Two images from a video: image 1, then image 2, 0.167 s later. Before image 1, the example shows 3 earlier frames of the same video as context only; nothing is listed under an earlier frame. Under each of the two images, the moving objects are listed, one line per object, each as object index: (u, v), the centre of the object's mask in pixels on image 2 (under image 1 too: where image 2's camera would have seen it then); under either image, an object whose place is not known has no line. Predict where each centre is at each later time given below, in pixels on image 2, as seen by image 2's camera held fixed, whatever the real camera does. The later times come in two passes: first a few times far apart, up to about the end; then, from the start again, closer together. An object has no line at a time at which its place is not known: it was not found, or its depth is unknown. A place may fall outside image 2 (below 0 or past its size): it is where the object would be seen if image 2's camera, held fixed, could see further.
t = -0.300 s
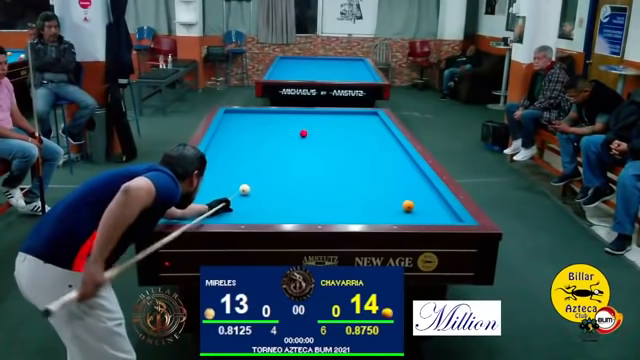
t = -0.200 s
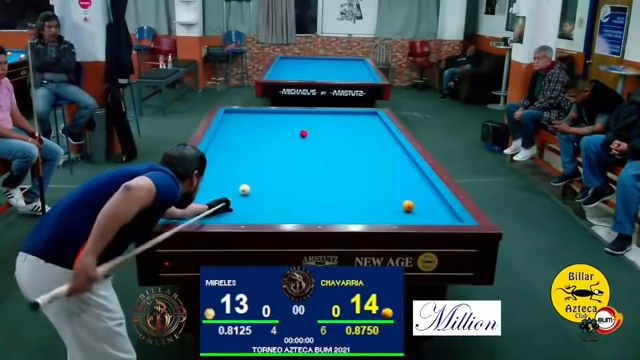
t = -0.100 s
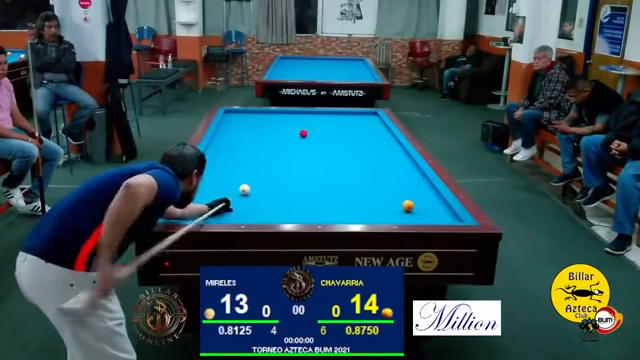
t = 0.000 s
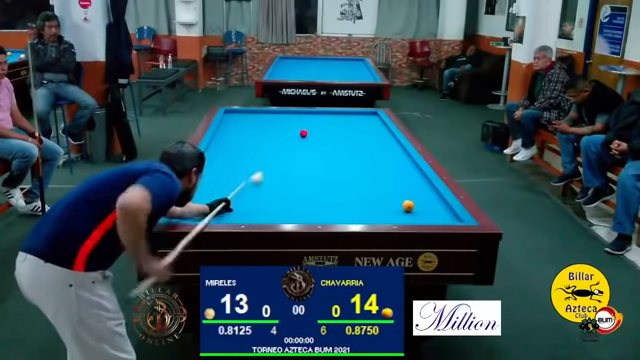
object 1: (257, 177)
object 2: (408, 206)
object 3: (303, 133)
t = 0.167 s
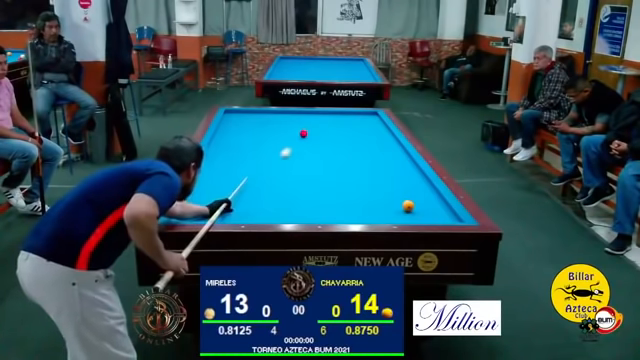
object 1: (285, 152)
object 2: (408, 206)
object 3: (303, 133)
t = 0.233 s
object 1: (294, 145)
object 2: (408, 206)
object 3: (303, 133)
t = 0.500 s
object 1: (338, 132)
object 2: (408, 206)
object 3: (289, 123)
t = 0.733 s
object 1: (376, 125)
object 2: (408, 206)
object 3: (274, 113)
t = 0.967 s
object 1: (356, 117)
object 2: (408, 206)
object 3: (266, 116)
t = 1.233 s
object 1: (329, 113)
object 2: (408, 206)
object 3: (256, 122)
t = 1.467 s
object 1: (306, 117)
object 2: (408, 206)
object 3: (248, 128)
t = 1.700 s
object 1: (281, 121)
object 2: (408, 206)
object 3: (239, 134)
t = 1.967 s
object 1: (252, 126)
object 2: (408, 206)
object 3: (227, 141)
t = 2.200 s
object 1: (224, 130)
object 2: (408, 206)
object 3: (216, 149)
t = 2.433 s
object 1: (229, 135)
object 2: (408, 206)
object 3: (207, 156)
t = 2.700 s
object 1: (245, 142)
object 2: (408, 206)
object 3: (208, 165)
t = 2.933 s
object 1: (260, 148)
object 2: (408, 206)
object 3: (209, 174)
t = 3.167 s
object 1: (276, 154)
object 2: (408, 206)
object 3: (210, 183)
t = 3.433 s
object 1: (295, 162)
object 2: (408, 206)
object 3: (211, 194)
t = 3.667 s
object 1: (313, 170)
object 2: (408, 206)
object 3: (213, 205)
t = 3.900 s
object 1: (331, 177)
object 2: (408, 206)
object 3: (215, 216)
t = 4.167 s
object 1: (355, 187)
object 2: (408, 206)
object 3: (224, 213)
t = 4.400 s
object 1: (377, 196)
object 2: (408, 206)
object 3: (233, 207)
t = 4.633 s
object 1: (396, 205)
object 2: (413, 206)
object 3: (245, 202)
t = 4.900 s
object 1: (399, 212)
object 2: (435, 210)
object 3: (253, 195)
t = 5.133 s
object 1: (402, 217)
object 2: (449, 214)
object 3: (260, 190)
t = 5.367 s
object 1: (405, 217)
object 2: (441, 215)
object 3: (267, 185)
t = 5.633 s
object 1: (409, 215)
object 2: (433, 217)
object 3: (274, 180)
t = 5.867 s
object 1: (411, 212)
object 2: (425, 218)
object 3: (280, 176)
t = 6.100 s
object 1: (413, 208)
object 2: (417, 217)
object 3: (285, 172)
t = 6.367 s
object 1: (416, 206)
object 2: (409, 216)
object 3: (291, 169)
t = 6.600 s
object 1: (418, 203)
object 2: (401, 216)
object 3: (296, 166)
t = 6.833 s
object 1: (419, 201)
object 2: (394, 215)
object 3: (301, 163)
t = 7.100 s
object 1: (421, 199)
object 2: (388, 214)
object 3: (305, 160)
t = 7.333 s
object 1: (422, 197)
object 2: (383, 214)
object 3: (309, 157)
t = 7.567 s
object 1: (423, 195)
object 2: (378, 213)
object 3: (312, 155)
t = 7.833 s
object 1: (424, 194)
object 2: (374, 212)
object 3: (316, 152)
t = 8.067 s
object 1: (425, 193)
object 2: (370, 212)
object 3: (319, 150)
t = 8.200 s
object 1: (425, 192)
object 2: (368, 212)
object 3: (321, 149)
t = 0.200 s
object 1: (290, 149)
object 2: (408, 206)
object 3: (303, 133)
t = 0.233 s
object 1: (294, 145)
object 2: (408, 206)
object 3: (303, 133)
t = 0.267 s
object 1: (298, 142)
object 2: (408, 206)
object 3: (303, 133)
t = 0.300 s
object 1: (302, 139)
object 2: (408, 206)
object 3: (303, 132)
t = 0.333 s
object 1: (306, 135)
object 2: (408, 206)
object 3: (303, 132)
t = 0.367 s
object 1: (312, 134)
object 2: (408, 206)
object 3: (300, 131)
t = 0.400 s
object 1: (318, 134)
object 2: (408, 206)
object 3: (297, 129)
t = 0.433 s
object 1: (325, 133)
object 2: (408, 206)
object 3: (294, 126)
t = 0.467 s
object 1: (332, 132)
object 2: (408, 206)
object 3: (291, 125)
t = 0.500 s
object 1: (338, 132)
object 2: (408, 206)
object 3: (289, 123)
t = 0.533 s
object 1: (344, 131)
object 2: (408, 206)
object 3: (286, 122)
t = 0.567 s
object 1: (350, 130)
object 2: (408, 206)
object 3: (283, 120)
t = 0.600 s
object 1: (355, 129)
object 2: (408, 206)
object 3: (281, 118)
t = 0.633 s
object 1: (361, 128)
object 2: (408, 206)
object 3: (279, 116)
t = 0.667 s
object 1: (366, 127)
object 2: (408, 206)
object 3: (277, 115)
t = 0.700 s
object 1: (371, 126)
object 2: (408, 206)
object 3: (275, 114)
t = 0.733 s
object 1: (376, 125)
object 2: (408, 206)
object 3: (274, 113)
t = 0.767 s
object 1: (380, 124)
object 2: (408, 206)
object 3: (272, 111)
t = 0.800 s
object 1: (380, 123)
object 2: (408, 206)
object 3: (271, 111)
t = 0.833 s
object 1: (375, 122)
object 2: (408, 206)
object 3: (269, 113)
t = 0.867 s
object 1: (370, 121)
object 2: (408, 206)
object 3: (269, 113)
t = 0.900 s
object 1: (364, 119)
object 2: (408, 206)
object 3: (268, 114)
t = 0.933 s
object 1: (360, 118)
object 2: (408, 206)
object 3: (267, 115)
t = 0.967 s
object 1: (356, 117)
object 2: (408, 206)
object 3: (266, 116)
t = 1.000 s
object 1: (353, 117)
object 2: (408, 206)
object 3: (265, 117)
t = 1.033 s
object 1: (349, 115)
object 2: (408, 206)
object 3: (263, 117)
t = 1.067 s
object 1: (346, 114)
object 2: (408, 206)
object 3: (262, 118)
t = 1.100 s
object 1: (342, 113)
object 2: (408, 206)
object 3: (261, 119)
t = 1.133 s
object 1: (339, 112)
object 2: (408, 206)
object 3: (260, 120)
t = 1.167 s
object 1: (336, 112)
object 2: (408, 206)
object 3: (259, 120)
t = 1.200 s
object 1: (332, 112)
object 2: (408, 206)
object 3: (258, 121)
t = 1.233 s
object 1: (329, 113)
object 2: (408, 206)
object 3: (256, 122)
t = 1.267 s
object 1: (326, 114)
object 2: (408, 206)
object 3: (255, 123)
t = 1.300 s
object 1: (323, 115)
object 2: (408, 206)
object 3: (255, 124)
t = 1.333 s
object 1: (320, 115)
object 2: (408, 206)
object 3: (253, 124)
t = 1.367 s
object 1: (316, 116)
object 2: (408, 206)
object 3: (252, 125)
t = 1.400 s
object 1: (313, 116)
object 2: (408, 206)
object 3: (251, 126)
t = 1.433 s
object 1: (309, 116)
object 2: (408, 206)
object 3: (250, 127)
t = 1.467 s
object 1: (306, 117)
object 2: (408, 206)
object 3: (248, 128)
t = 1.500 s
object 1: (302, 117)
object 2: (408, 206)
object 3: (247, 129)
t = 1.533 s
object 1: (299, 118)
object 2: (408, 206)
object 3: (245, 130)
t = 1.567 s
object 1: (296, 118)
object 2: (408, 206)
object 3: (244, 130)
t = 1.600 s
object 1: (292, 119)
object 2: (408, 206)
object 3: (243, 131)
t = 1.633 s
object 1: (289, 120)
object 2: (408, 206)
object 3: (242, 132)
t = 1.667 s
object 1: (285, 120)
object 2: (408, 206)
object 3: (240, 133)
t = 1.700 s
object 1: (281, 121)
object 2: (408, 206)
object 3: (239, 134)
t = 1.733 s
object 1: (278, 121)
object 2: (408, 206)
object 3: (237, 135)
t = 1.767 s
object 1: (275, 122)
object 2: (408, 206)
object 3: (236, 136)
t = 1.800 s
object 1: (270, 123)
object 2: (408, 206)
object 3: (235, 136)
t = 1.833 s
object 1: (267, 123)
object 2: (408, 206)
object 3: (233, 137)
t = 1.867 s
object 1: (263, 124)
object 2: (408, 206)
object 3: (232, 138)
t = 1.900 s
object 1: (260, 124)
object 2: (408, 206)
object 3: (230, 139)
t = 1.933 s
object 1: (256, 125)
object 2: (408, 206)
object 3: (229, 140)
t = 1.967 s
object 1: (252, 126)
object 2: (408, 206)
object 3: (227, 141)
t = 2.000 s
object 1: (248, 126)
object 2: (408, 206)
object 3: (226, 142)
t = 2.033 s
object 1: (244, 127)
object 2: (408, 206)
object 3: (224, 143)
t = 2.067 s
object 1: (240, 128)
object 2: (408, 206)
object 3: (223, 144)
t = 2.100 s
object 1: (236, 128)
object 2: (408, 206)
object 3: (221, 146)
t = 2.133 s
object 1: (232, 129)
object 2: (408, 206)
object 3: (220, 146)
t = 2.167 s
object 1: (228, 130)
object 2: (408, 206)
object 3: (218, 148)
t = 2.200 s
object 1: (224, 130)
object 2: (408, 206)
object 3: (216, 149)
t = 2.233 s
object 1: (220, 131)
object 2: (408, 206)
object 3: (215, 150)
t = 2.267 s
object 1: (218, 132)
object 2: (408, 206)
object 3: (213, 151)
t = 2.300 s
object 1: (220, 133)
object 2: (408, 206)
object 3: (211, 152)
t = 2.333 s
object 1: (223, 133)
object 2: (408, 206)
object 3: (210, 153)
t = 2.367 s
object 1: (225, 134)
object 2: (408, 206)
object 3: (208, 154)
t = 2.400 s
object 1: (227, 135)
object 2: (408, 206)
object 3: (207, 155)
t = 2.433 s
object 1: (229, 135)
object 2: (408, 206)
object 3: (207, 156)
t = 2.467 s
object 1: (231, 136)
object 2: (408, 206)
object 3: (207, 157)
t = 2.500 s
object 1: (233, 137)
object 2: (408, 206)
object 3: (207, 158)
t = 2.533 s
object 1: (235, 138)
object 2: (408, 206)
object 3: (207, 160)
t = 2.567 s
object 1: (237, 138)
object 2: (408, 206)
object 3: (207, 161)
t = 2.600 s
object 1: (239, 139)
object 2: (408, 206)
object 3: (207, 162)
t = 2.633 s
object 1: (241, 140)
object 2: (408, 206)
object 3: (208, 163)
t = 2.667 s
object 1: (243, 141)
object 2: (408, 206)
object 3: (208, 164)
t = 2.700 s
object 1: (245, 142)
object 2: (408, 206)
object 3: (208, 165)
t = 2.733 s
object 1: (247, 143)
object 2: (408, 206)
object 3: (208, 167)
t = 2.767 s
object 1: (249, 144)
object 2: (408, 206)
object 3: (208, 168)
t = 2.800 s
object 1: (251, 145)
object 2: (408, 206)
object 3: (208, 169)
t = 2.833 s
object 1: (253, 145)
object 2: (408, 206)
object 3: (208, 170)
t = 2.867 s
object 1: (255, 146)
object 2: (408, 206)
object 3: (208, 171)
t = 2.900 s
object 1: (258, 147)
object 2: (408, 206)
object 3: (209, 173)
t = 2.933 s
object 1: (260, 148)
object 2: (408, 206)
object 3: (209, 174)
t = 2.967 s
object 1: (262, 149)
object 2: (408, 206)
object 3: (209, 175)
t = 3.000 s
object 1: (264, 150)
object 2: (408, 206)
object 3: (209, 176)
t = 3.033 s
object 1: (266, 151)
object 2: (408, 206)
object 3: (209, 178)
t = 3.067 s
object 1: (269, 152)
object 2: (408, 206)
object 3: (209, 179)
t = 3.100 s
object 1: (271, 152)
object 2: (408, 206)
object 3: (210, 180)
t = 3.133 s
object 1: (273, 154)
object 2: (408, 206)
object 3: (210, 181)
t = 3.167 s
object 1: (276, 154)
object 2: (408, 206)
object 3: (210, 183)
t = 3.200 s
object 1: (278, 155)
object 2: (408, 206)
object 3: (210, 184)
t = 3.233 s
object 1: (280, 156)
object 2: (408, 206)
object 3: (210, 186)
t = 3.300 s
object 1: (285, 158)
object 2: (408, 206)
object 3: (211, 188)
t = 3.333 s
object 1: (287, 159)
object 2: (408, 206)
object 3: (211, 190)
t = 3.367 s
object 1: (290, 160)
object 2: (408, 206)
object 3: (211, 191)
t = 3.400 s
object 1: (292, 161)
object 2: (408, 206)
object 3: (211, 193)
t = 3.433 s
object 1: (295, 162)
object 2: (408, 206)
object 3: (211, 194)
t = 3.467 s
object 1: (297, 163)
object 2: (408, 206)
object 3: (212, 195)
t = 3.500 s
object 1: (299, 164)
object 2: (408, 206)
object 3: (212, 197)
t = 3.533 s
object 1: (302, 165)
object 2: (408, 206)
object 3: (212, 199)
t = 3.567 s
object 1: (305, 166)
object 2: (408, 206)
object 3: (212, 200)
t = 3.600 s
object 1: (307, 167)
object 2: (408, 206)
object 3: (212, 202)
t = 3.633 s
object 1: (310, 168)
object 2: (408, 206)
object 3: (213, 203)
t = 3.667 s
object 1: (313, 170)
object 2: (408, 206)
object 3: (213, 205)
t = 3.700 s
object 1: (315, 170)
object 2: (408, 206)
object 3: (213, 207)
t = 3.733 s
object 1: (318, 172)
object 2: (408, 206)
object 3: (213, 208)
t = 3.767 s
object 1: (320, 173)
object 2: (408, 206)
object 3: (214, 210)
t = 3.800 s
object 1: (323, 174)
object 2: (408, 206)
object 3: (214, 212)
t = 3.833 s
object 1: (326, 175)
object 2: (408, 206)
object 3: (214, 213)
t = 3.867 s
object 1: (328, 176)
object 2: (408, 206)
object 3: (214, 214)
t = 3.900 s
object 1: (331, 177)
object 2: (408, 206)
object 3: (215, 216)
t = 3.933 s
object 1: (334, 178)
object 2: (408, 206)
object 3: (217, 217)
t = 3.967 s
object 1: (337, 179)
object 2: (408, 206)
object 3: (218, 218)
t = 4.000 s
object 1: (340, 181)
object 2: (408, 206)
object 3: (220, 217)
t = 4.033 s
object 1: (343, 182)
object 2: (408, 206)
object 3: (219, 216)
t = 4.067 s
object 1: (346, 183)
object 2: (408, 206)
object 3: (220, 216)
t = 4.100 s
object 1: (349, 184)
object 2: (408, 206)
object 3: (220, 214)
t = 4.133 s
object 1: (352, 185)
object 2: (408, 206)
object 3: (222, 213)
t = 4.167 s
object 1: (355, 187)
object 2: (408, 206)
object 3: (224, 213)
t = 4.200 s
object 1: (358, 188)
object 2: (408, 206)
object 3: (225, 212)
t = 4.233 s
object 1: (361, 189)
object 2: (408, 206)
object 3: (226, 212)
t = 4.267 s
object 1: (364, 190)
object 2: (408, 206)
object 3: (228, 211)
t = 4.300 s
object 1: (367, 192)
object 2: (408, 206)
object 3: (230, 210)
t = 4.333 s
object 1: (370, 193)
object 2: (408, 206)
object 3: (231, 209)
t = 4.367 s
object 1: (373, 194)
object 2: (408, 206)
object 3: (232, 208)
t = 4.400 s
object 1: (377, 196)
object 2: (408, 206)
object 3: (233, 207)
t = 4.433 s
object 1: (380, 197)
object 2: (408, 206)
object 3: (235, 205)
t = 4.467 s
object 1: (383, 198)
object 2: (408, 206)
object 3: (235, 204)
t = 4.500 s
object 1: (387, 200)
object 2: (408, 206)
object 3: (236, 203)
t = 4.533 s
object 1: (390, 201)
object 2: (408, 206)
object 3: (237, 202)
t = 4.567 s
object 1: (393, 203)
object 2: (408, 206)
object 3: (239, 201)
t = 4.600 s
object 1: (395, 204)
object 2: (409, 206)
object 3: (242, 202)
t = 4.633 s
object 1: (396, 205)
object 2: (413, 206)
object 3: (245, 202)
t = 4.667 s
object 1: (396, 205)
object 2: (416, 207)
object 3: (246, 201)
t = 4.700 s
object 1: (396, 207)
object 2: (418, 207)
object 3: (246, 200)
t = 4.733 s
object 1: (397, 208)
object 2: (421, 208)
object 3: (247, 199)
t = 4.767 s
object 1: (397, 208)
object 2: (424, 208)
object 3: (248, 198)
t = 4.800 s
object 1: (398, 209)
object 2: (427, 209)
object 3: (250, 197)
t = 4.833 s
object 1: (398, 210)
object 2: (429, 210)
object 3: (251, 196)
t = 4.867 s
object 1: (399, 211)
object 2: (432, 210)
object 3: (252, 195)
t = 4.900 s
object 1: (399, 212)
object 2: (435, 210)
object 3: (253, 195)
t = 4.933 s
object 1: (400, 213)
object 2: (437, 211)
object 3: (254, 194)
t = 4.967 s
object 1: (400, 214)
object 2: (440, 211)
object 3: (255, 193)
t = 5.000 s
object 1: (401, 215)
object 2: (443, 212)
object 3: (256, 193)
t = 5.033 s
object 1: (401, 215)
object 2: (446, 212)
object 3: (257, 192)
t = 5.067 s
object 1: (401, 216)
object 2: (449, 213)
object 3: (258, 191)
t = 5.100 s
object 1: (402, 217)
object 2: (450, 213)
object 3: (259, 190)
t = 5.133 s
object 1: (402, 217)
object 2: (449, 214)
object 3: (260, 190)
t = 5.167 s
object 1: (403, 218)
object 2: (448, 214)
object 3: (261, 189)
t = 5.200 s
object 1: (403, 219)
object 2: (447, 214)
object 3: (262, 188)
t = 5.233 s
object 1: (404, 218)
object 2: (446, 214)
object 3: (263, 187)
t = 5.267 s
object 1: (404, 218)
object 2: (445, 214)
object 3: (264, 187)
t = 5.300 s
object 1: (405, 218)
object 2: (444, 214)
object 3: (265, 186)
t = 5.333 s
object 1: (405, 217)
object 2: (443, 215)
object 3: (266, 186)
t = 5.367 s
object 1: (405, 217)
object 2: (441, 215)
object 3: (267, 185)
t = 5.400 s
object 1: (406, 216)
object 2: (440, 215)
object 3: (268, 184)
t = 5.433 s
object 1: (406, 216)
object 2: (439, 216)
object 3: (269, 183)
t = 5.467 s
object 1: (407, 215)
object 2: (438, 216)
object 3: (270, 183)
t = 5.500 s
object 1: (407, 215)
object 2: (437, 216)
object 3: (271, 182)
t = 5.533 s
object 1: (408, 215)
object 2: (436, 216)
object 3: (272, 182)
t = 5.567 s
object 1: (408, 215)
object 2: (434, 217)
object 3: (272, 181)
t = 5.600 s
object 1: (409, 215)
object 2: (434, 217)
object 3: (273, 181)
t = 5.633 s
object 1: (409, 215)
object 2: (433, 217)
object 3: (274, 180)
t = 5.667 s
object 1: (409, 214)
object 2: (432, 217)
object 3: (275, 179)
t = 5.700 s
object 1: (410, 214)
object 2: (430, 218)
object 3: (276, 179)
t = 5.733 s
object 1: (410, 213)
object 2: (430, 218)
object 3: (277, 178)
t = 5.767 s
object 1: (410, 213)
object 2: (428, 218)
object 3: (278, 178)
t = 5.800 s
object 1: (411, 212)
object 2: (427, 218)
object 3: (278, 177)
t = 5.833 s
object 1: (411, 212)
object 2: (426, 218)
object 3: (279, 177)
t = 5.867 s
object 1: (411, 212)
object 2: (425, 218)
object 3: (280, 176)
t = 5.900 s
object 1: (411, 211)
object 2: (424, 218)
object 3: (281, 175)
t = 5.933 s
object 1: (412, 211)
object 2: (423, 218)
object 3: (282, 175)
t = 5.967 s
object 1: (412, 210)
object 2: (422, 218)
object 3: (282, 175)
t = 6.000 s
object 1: (413, 210)
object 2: (420, 218)
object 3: (283, 174)
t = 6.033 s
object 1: (413, 209)
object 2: (419, 218)
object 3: (284, 174)
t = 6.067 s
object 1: (413, 209)
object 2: (418, 217)
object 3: (285, 173)
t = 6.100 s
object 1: (413, 208)
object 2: (417, 217)
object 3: (285, 172)
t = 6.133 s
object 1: (414, 208)
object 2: (416, 217)
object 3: (286, 172)
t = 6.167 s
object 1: (414, 207)
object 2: (415, 217)
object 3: (287, 171)
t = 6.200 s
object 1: (414, 207)
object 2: (414, 217)
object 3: (288, 171)
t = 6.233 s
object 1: (415, 207)
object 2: (412, 217)
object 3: (288, 171)
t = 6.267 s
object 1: (415, 207)
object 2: (411, 217)
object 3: (289, 170)
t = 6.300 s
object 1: (415, 207)
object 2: (410, 217)
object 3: (290, 170)
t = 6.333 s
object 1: (416, 206)
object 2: (410, 216)
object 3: (291, 169)
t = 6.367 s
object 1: (416, 206)
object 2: (409, 216)
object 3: (291, 169)
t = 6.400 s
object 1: (416, 206)
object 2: (407, 216)
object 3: (292, 168)
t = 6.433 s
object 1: (417, 205)
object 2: (406, 216)
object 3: (293, 168)
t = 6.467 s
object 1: (417, 205)
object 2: (405, 216)
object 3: (293, 167)
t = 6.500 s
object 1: (417, 204)
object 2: (404, 216)
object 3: (294, 167)
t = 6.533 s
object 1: (417, 204)
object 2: (403, 216)
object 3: (295, 167)
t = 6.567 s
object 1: (418, 204)
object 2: (402, 216)
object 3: (296, 166)
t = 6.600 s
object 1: (418, 203)
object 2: (401, 216)
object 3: (296, 166)
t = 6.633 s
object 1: (418, 203)
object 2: (400, 216)
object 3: (297, 165)
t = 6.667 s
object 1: (418, 203)
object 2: (399, 216)
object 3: (298, 165)
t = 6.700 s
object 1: (418, 202)
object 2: (398, 215)
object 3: (298, 164)
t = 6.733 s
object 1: (419, 202)
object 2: (397, 215)
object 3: (299, 164)
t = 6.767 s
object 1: (419, 202)
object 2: (396, 215)
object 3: (300, 164)
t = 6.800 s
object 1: (419, 201)
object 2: (396, 215)
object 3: (300, 163)
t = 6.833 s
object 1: (419, 201)
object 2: (394, 215)
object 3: (301, 163)
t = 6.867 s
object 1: (420, 201)
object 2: (394, 215)
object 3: (301, 162)
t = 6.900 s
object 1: (420, 201)
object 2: (393, 215)
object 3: (302, 162)
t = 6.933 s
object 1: (420, 200)
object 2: (392, 215)
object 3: (302, 161)
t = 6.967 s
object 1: (420, 200)
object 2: (391, 215)
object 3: (303, 161)
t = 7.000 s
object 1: (420, 200)
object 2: (390, 215)
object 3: (304, 161)
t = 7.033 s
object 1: (420, 200)
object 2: (389, 214)
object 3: (304, 160)
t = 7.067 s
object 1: (421, 199)
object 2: (389, 214)
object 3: (305, 160)
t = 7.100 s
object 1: (421, 199)
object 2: (388, 214)
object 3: (305, 160)
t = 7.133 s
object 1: (421, 199)
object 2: (387, 214)
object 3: (306, 159)
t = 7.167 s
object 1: (421, 199)
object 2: (386, 214)
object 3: (306, 159)
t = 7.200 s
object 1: (421, 198)
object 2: (386, 214)
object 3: (307, 159)
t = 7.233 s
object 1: (422, 198)
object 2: (385, 214)
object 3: (307, 158)
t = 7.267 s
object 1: (422, 198)
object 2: (384, 214)
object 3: (308, 158)
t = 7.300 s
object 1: (422, 197)
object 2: (383, 214)
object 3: (308, 158)
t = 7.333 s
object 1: (422, 197)
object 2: (383, 214)
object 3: (309, 157)
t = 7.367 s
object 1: (422, 197)
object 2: (382, 214)
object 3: (309, 157)
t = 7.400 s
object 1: (422, 197)
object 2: (381, 214)
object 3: (310, 157)
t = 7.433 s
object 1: (422, 197)
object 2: (381, 214)
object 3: (310, 156)
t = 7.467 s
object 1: (422, 196)
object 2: (380, 214)
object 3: (311, 156)
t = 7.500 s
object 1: (423, 196)
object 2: (379, 214)
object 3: (311, 156)
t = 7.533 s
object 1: (423, 196)
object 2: (379, 213)
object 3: (312, 155)
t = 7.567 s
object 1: (423, 195)
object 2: (378, 213)
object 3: (312, 155)
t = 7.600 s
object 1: (423, 195)
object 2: (377, 213)
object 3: (313, 154)
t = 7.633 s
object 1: (423, 195)
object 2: (377, 213)
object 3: (313, 154)
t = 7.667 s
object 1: (423, 195)
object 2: (377, 213)
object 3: (314, 154)
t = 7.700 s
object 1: (423, 195)
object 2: (376, 213)
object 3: (314, 154)
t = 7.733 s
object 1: (423, 195)
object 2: (375, 213)
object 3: (315, 153)
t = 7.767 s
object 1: (424, 195)
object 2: (375, 213)
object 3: (315, 153)
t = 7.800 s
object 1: (424, 195)
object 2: (374, 212)
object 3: (316, 153)
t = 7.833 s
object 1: (424, 194)
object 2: (374, 212)
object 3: (316, 152)
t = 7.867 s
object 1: (424, 194)
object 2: (373, 212)
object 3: (316, 152)
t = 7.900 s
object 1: (424, 194)
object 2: (373, 212)
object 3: (317, 152)
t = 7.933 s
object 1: (424, 194)
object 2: (372, 212)
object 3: (317, 151)
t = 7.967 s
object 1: (424, 194)
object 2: (372, 212)
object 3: (318, 152)
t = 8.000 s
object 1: (424, 193)
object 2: (371, 212)
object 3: (319, 151)
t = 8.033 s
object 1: (425, 193)
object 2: (370, 212)
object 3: (319, 151)
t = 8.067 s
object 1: (425, 193)
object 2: (370, 212)
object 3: (319, 150)
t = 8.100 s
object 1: (425, 193)
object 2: (370, 212)
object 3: (318, 149)
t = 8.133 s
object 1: (425, 193)
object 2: (369, 212)
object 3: (320, 150)
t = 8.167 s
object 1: (425, 193)
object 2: (369, 212)
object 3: (321, 150)
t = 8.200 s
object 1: (425, 192)
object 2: (368, 212)
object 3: (321, 149)
